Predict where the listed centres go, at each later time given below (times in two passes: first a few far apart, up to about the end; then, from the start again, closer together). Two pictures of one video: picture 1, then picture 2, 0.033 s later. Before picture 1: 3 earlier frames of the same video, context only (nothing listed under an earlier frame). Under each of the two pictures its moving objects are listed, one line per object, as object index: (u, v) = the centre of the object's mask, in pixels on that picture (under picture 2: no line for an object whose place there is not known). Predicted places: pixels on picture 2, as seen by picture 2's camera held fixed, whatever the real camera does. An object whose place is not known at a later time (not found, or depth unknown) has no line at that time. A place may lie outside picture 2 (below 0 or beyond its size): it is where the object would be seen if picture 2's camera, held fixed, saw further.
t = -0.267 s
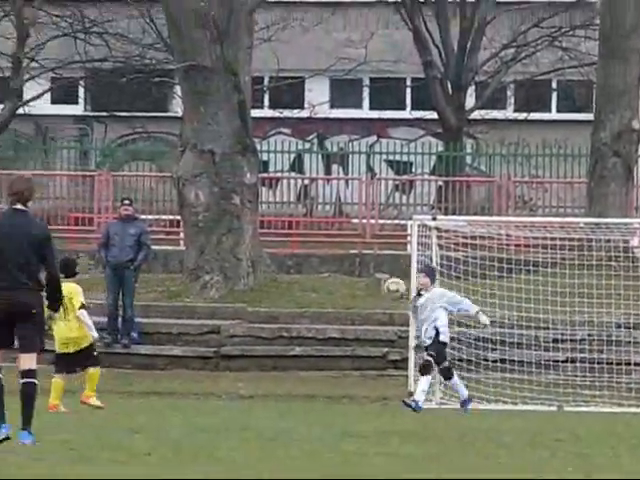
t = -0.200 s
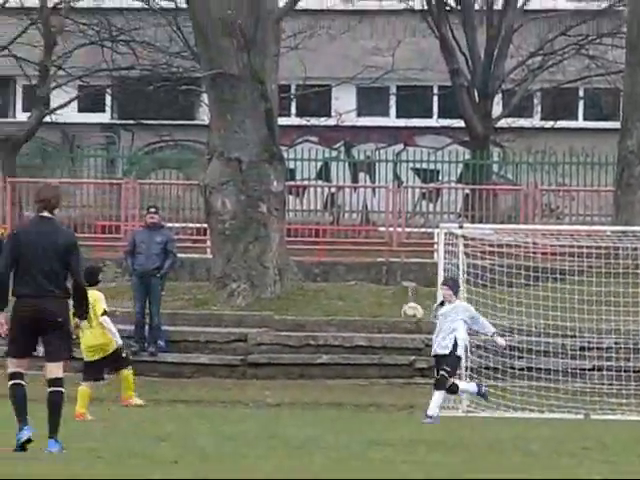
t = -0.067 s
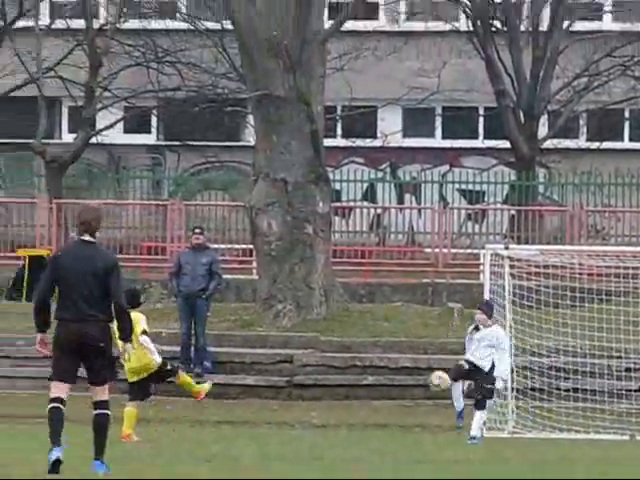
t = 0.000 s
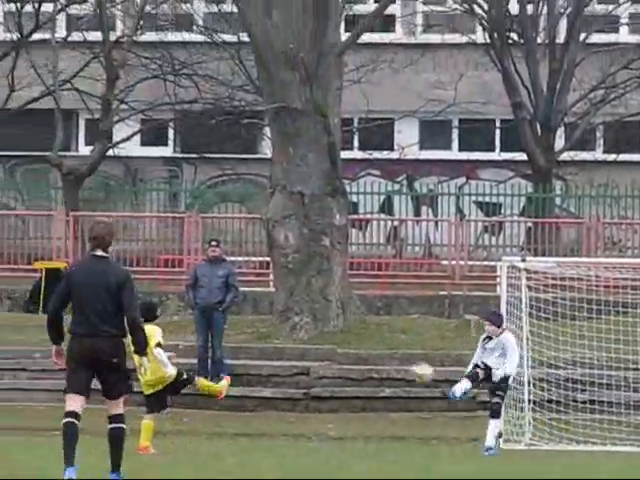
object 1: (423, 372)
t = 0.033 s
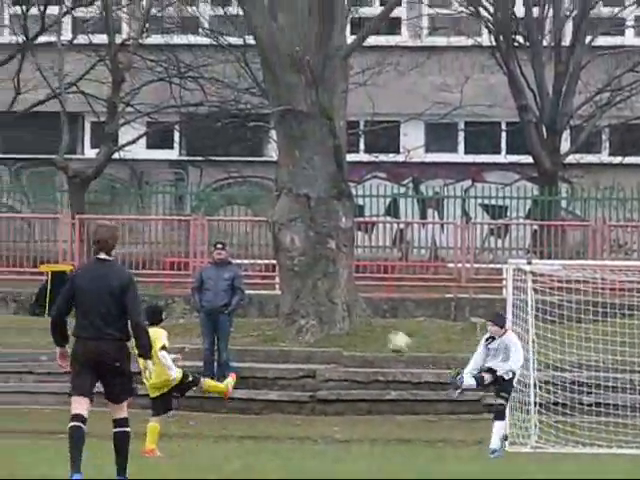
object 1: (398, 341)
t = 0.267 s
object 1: (181, 143)
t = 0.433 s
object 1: (14, 43)
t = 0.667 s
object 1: (-252, -43)
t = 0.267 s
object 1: (181, 143)
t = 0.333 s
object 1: (115, 98)
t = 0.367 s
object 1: (81, 79)
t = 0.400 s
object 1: (47, 59)
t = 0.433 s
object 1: (14, 43)
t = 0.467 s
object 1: (-24, 22)
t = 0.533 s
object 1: (-95, -2)
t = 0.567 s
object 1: (-132, -15)
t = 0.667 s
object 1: (-252, -43)
